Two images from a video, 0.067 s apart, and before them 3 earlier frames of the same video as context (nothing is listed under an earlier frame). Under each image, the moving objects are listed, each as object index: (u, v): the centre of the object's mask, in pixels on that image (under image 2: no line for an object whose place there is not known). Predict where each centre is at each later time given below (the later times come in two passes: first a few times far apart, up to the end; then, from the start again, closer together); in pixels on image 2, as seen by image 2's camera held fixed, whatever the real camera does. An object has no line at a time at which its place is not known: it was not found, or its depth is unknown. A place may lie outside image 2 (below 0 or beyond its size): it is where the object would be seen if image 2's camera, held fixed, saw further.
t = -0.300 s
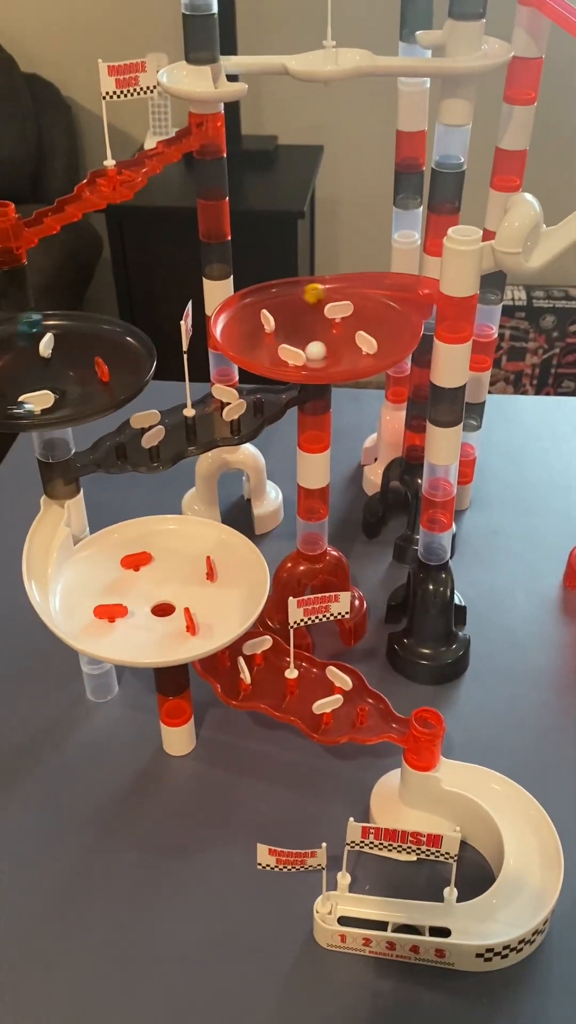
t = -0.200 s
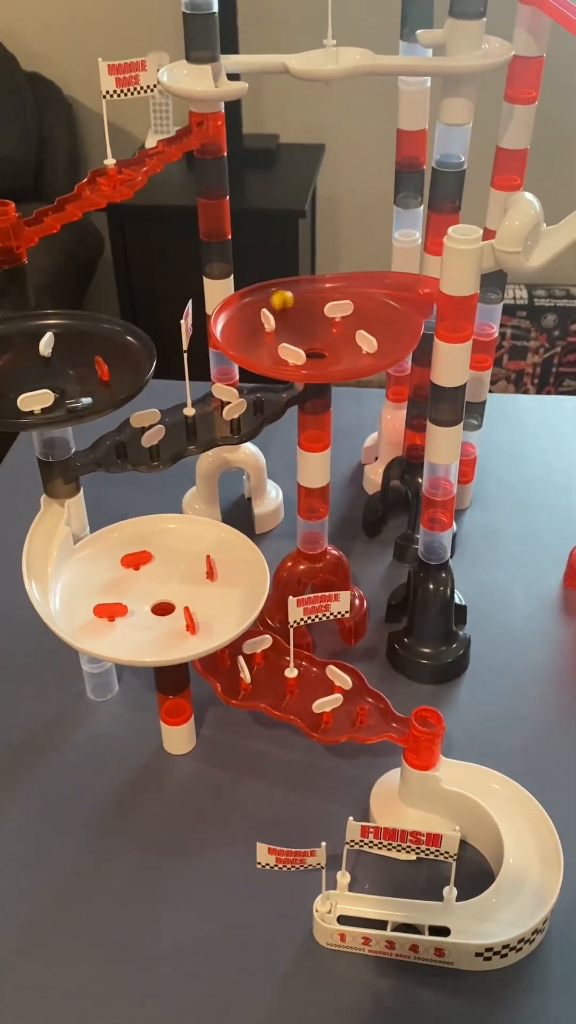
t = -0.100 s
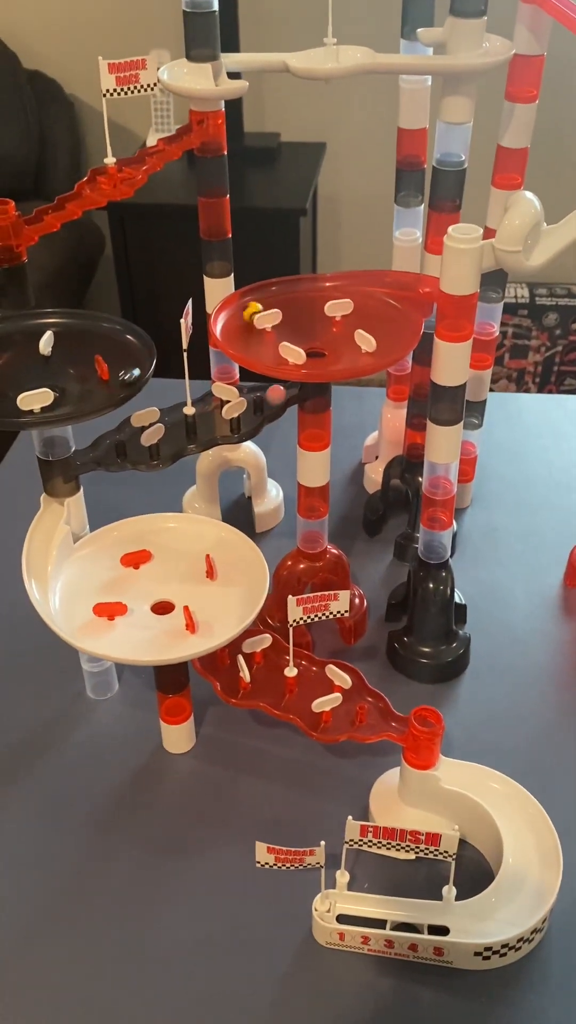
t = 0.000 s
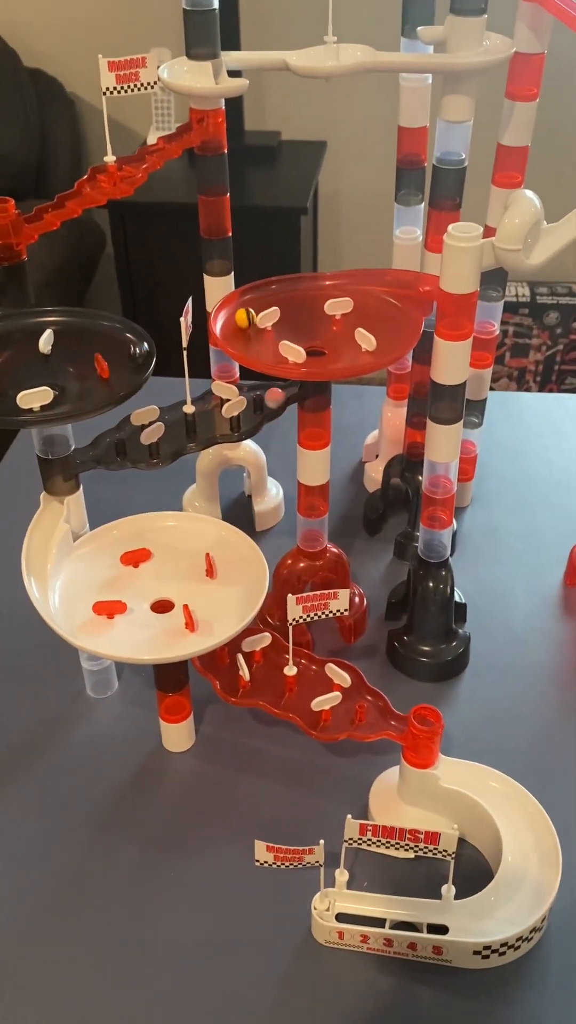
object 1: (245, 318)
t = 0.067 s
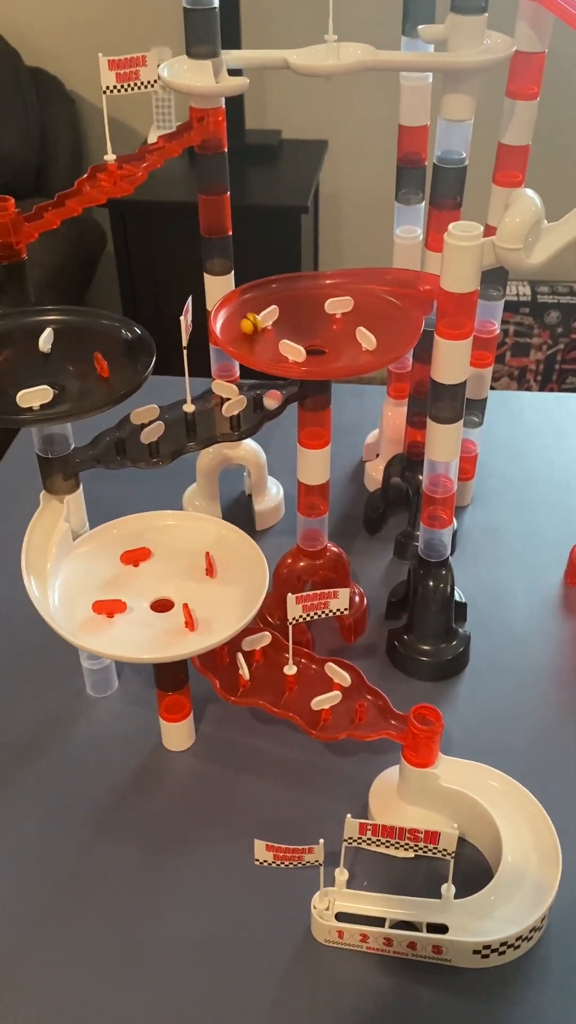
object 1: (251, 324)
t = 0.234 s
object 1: (311, 346)
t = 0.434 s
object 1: (366, 319)
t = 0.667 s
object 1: (329, 324)
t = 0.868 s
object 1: (306, 346)
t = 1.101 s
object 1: (320, 340)
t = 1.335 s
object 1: (297, 325)
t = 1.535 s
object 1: (335, 330)
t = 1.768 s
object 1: (317, 349)
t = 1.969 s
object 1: (276, 391)
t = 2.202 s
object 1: (267, 406)
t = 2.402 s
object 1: (244, 423)
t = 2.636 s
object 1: (183, 435)
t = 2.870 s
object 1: (174, 441)
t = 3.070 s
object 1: (158, 450)
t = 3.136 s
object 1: (144, 453)
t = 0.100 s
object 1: (256, 329)
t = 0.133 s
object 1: (265, 332)
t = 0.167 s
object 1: (275, 336)
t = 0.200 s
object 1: (293, 339)
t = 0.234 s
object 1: (311, 346)
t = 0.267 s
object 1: (322, 346)
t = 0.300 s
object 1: (342, 340)
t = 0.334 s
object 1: (352, 334)
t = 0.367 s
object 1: (358, 328)
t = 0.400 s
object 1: (363, 322)
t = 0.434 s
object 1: (366, 319)
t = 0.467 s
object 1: (366, 316)
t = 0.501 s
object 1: (363, 313)
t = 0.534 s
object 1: (359, 312)
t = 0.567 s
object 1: (353, 311)
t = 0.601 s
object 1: (345, 313)
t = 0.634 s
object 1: (338, 318)
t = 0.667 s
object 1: (329, 324)
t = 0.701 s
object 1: (318, 332)
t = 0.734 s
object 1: (308, 340)
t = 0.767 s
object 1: (305, 342)
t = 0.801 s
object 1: (305, 344)
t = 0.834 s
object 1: (305, 345)
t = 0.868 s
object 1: (306, 346)
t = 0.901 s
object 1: (307, 348)
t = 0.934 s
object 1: (310, 349)
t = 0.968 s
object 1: (313, 349)
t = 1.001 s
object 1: (315, 349)
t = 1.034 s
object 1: (317, 347)
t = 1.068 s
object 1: (320, 345)
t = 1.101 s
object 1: (320, 340)
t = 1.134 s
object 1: (314, 331)
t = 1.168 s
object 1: (307, 326)
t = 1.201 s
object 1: (302, 321)
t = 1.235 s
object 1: (298, 318)
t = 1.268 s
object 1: (296, 319)
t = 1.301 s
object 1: (296, 321)
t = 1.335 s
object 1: (297, 325)
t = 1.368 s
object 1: (301, 330)
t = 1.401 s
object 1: (307, 338)
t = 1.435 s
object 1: (318, 344)
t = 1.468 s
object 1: (327, 338)
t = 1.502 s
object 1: (333, 333)
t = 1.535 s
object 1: (335, 330)
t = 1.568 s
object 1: (335, 330)
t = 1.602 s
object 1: (331, 331)
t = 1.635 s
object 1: (324, 334)
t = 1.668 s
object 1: (317, 343)
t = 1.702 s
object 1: (316, 346)
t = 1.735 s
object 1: (316, 347)
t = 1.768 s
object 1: (317, 349)
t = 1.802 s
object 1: (316, 352)
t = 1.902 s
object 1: (289, 388)
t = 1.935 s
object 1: (274, 391)
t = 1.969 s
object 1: (276, 391)
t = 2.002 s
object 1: (276, 393)
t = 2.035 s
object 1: (274, 396)
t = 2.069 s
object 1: (275, 397)
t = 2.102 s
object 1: (275, 399)
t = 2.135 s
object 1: (273, 401)
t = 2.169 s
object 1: (271, 404)
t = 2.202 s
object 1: (267, 406)
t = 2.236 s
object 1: (262, 408)
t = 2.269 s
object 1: (255, 413)
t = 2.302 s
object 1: (251, 417)
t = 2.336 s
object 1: (251, 418)
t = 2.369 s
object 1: (248, 420)
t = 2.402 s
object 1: (244, 423)
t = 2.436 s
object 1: (240, 425)
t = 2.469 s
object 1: (235, 427)
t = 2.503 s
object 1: (225, 427)
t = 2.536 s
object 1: (215, 428)
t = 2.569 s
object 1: (205, 430)
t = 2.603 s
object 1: (194, 432)
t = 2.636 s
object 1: (183, 435)
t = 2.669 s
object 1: (171, 440)
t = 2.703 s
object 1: (175, 439)
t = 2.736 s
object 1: (179, 438)
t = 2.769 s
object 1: (180, 438)
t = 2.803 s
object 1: (180, 439)
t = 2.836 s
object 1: (178, 440)
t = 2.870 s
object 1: (174, 441)
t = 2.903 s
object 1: (169, 442)
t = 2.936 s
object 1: (168, 444)
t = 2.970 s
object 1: (168, 445)
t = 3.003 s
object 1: (166, 446)
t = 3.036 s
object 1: (162, 448)
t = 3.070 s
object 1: (158, 450)
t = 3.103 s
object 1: (152, 452)
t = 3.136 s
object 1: (144, 453)
